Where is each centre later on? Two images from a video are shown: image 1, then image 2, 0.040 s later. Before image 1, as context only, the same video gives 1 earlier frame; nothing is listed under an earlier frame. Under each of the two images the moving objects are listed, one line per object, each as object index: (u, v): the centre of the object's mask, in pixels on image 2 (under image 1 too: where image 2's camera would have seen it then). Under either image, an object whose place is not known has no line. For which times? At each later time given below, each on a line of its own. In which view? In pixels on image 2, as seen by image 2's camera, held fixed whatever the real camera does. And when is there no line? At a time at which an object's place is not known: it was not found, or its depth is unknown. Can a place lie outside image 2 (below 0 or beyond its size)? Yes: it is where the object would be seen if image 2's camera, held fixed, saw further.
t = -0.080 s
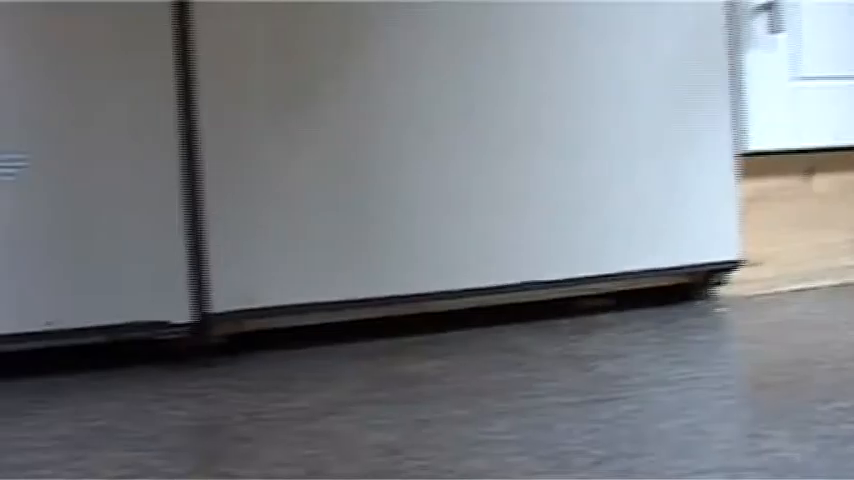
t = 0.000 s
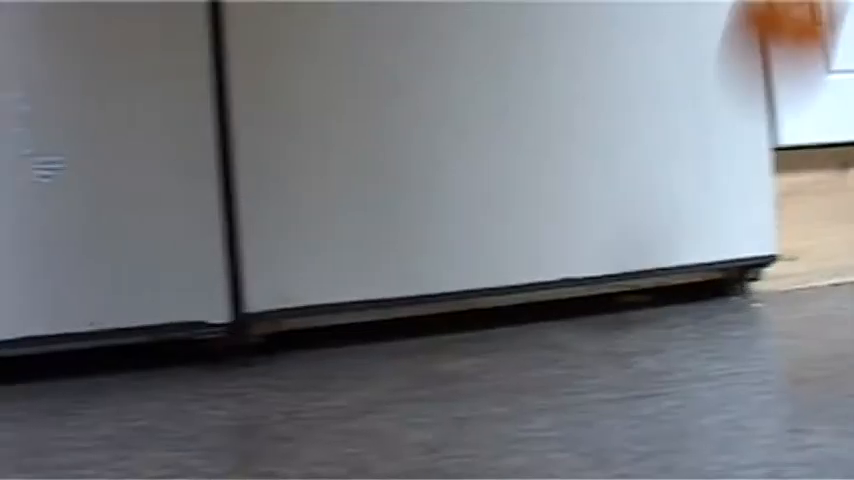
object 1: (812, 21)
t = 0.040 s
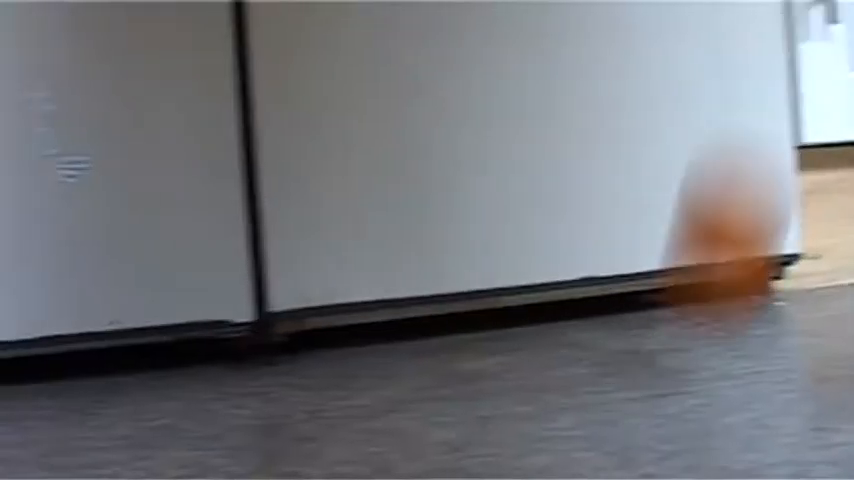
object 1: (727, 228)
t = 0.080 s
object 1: (645, 354)
